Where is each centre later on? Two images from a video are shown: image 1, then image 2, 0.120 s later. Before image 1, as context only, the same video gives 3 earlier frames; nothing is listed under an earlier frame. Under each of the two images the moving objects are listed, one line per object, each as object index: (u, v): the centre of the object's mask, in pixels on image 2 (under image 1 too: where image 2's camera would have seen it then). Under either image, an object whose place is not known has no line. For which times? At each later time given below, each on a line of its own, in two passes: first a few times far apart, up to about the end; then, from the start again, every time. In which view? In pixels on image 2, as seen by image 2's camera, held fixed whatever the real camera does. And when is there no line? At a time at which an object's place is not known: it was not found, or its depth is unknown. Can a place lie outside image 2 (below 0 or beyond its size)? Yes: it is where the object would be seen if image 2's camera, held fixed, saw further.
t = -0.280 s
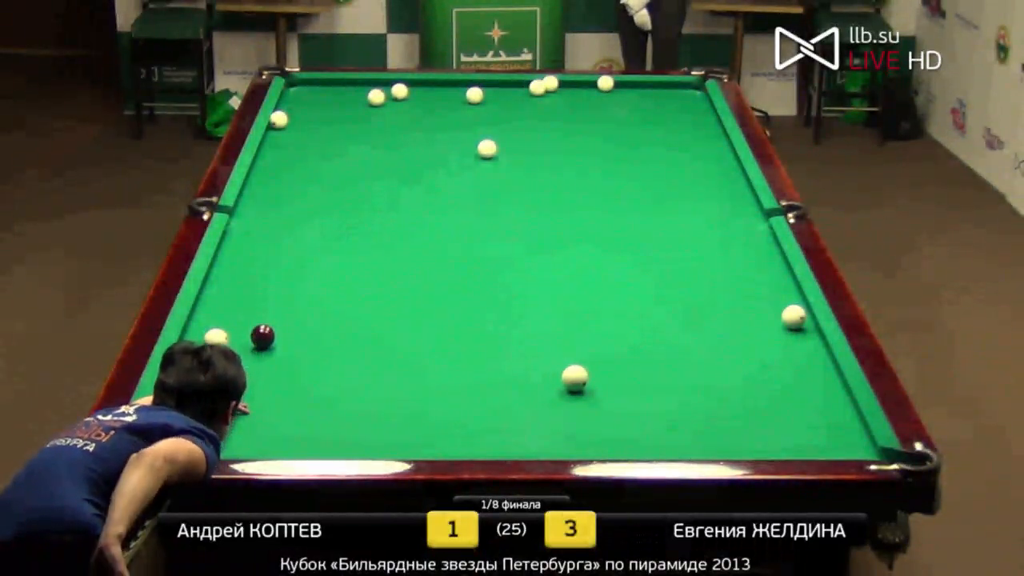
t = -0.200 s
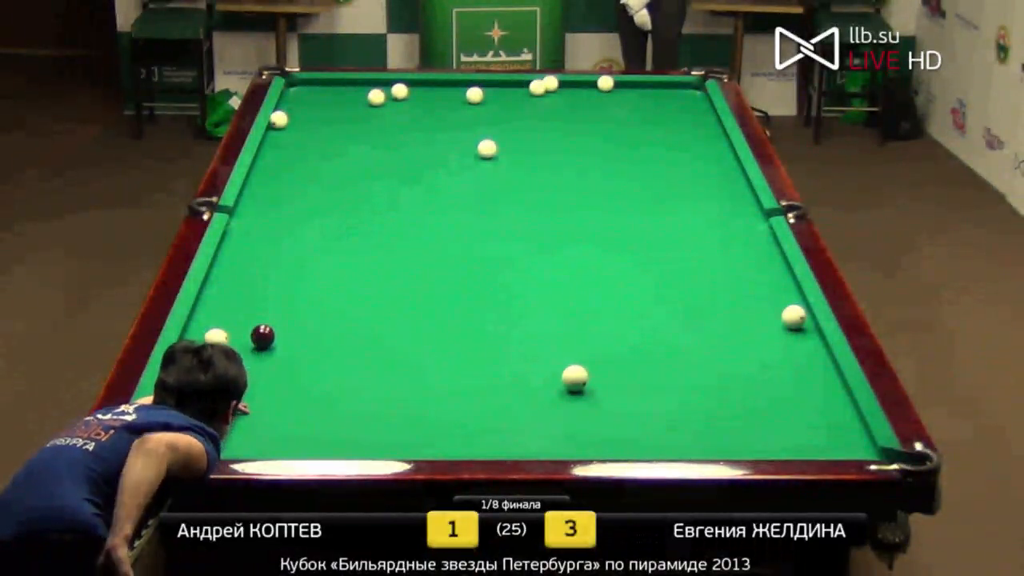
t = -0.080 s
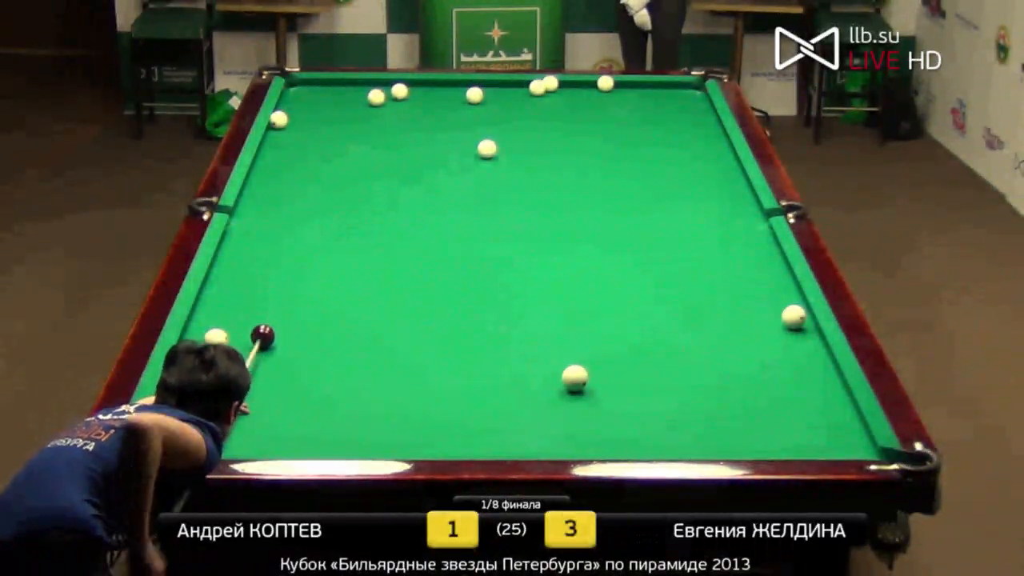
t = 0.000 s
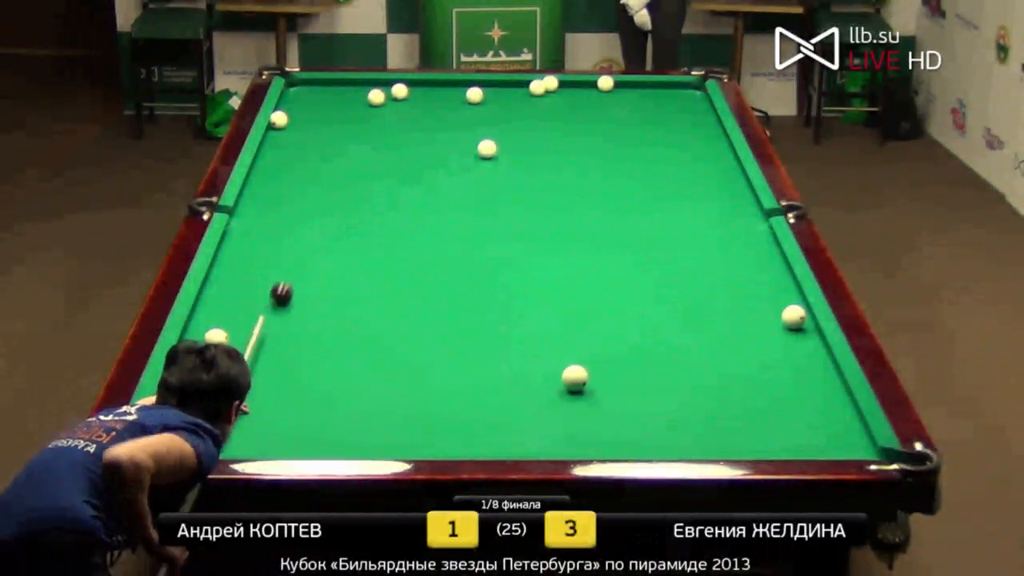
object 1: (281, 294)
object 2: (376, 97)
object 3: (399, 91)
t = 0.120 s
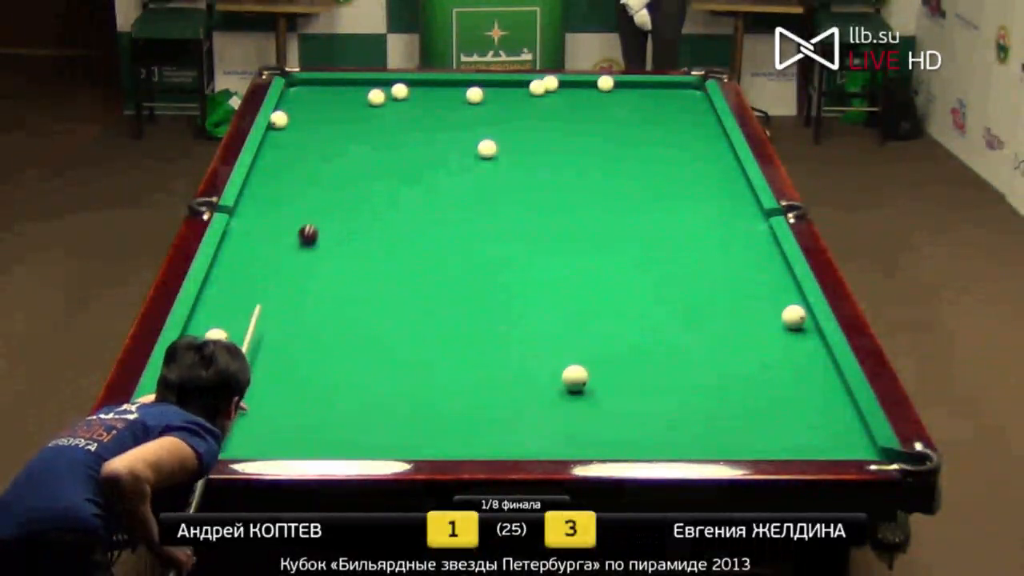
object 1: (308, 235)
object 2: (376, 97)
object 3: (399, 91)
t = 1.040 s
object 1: (327, 87)
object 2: (319, 94)
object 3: (566, 101)
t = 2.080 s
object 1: (423, 119)
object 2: (325, 133)
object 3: (648, 148)
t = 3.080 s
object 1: (517, 147)
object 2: (380, 172)
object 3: (502, 193)
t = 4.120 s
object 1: (611, 175)
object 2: (436, 211)
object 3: (337, 243)
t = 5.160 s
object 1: (697, 201)
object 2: (490, 249)
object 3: (236, 291)
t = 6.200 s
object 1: (756, 218)
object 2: (540, 284)
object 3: (299, 326)
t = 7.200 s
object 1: (732, 211)
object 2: (580, 312)
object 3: (352, 354)
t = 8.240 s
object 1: (724, 209)
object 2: (611, 335)
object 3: (393, 376)
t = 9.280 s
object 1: (725, 209)
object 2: (631, 349)
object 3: (418, 392)
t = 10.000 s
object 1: (725, 209)
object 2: (638, 352)
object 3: (426, 398)
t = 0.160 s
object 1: (316, 218)
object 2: (376, 97)
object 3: (399, 91)
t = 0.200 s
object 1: (322, 202)
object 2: (376, 97)
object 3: (399, 91)
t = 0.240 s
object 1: (329, 188)
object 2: (376, 97)
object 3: (399, 91)
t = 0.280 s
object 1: (335, 174)
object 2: (376, 97)
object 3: (399, 91)
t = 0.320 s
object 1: (341, 161)
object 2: (376, 97)
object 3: (399, 91)
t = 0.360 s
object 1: (347, 149)
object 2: (376, 97)
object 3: (399, 91)
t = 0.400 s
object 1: (351, 138)
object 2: (376, 97)
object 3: (399, 91)
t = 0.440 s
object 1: (356, 126)
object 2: (376, 97)
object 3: (399, 91)
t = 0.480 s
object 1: (361, 116)
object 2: (376, 97)
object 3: (399, 91)
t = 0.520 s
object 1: (365, 107)
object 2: (377, 97)
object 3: (399, 91)
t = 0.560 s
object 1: (361, 101)
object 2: (383, 93)
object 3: (401, 91)
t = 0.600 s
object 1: (349, 99)
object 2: (379, 90)
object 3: (420, 88)
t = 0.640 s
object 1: (337, 96)
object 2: (373, 86)
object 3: (440, 85)
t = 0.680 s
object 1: (326, 94)
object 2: (368, 83)
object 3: (459, 82)
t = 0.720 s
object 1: (316, 91)
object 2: (363, 81)
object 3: (473, 82)
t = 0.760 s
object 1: (306, 89)
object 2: (357, 82)
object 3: (485, 85)
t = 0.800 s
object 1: (296, 85)
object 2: (352, 84)
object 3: (496, 88)
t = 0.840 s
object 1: (294, 83)
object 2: (347, 85)
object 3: (508, 90)
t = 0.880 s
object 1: (301, 82)
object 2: (342, 87)
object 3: (518, 92)
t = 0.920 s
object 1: (308, 84)
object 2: (336, 89)
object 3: (528, 95)
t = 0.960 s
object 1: (313, 85)
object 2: (331, 90)
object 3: (539, 96)
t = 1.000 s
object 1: (315, 86)
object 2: (326, 92)
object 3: (550, 98)
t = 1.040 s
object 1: (327, 87)
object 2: (319, 94)
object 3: (566, 101)
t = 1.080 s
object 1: (328, 89)
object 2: (316, 95)
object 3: (571, 102)
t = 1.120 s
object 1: (330, 91)
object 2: (311, 96)
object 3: (582, 104)
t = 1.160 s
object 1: (334, 92)
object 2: (306, 98)
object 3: (593, 106)
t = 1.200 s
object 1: (338, 93)
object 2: (301, 99)
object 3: (604, 107)
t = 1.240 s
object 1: (342, 94)
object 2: (296, 101)
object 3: (615, 110)
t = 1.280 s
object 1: (346, 96)
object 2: (290, 102)
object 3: (626, 111)
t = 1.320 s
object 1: (349, 97)
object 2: (286, 104)
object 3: (636, 113)
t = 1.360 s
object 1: (353, 98)
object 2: (286, 105)
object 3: (647, 115)
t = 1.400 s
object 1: (357, 99)
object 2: (288, 107)
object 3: (659, 117)
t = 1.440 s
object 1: (361, 100)
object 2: (290, 109)
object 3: (670, 119)
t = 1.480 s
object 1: (365, 101)
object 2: (292, 110)
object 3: (681, 121)
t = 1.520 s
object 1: (369, 102)
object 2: (295, 112)
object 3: (692, 123)
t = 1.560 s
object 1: (373, 104)
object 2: (297, 113)
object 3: (703, 125)
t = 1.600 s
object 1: (377, 105)
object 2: (299, 115)
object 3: (715, 127)
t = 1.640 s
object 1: (381, 106)
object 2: (301, 117)
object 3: (712, 129)
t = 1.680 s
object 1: (384, 107)
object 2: (303, 118)
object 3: (704, 130)
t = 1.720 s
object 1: (388, 108)
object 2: (305, 120)
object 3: (698, 132)
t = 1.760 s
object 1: (392, 110)
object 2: (307, 121)
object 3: (692, 134)
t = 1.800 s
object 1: (396, 111)
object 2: (310, 123)
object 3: (687, 136)
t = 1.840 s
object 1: (400, 112)
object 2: (312, 124)
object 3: (681, 137)
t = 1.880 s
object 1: (404, 113)
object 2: (314, 126)
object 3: (676, 139)
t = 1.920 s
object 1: (407, 114)
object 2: (316, 127)
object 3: (670, 141)
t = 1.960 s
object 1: (411, 116)
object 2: (318, 129)
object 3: (665, 143)
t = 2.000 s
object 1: (415, 117)
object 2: (321, 130)
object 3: (659, 144)
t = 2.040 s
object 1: (419, 118)
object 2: (323, 132)
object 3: (653, 146)
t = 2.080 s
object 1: (423, 119)
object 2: (325, 133)
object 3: (648, 148)
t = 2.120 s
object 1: (427, 120)
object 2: (327, 135)
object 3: (642, 149)
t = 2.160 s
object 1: (430, 121)
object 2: (329, 136)
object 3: (637, 151)
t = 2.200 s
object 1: (434, 123)
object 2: (331, 138)
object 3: (631, 153)
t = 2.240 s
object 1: (440, 124)
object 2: (335, 140)
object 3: (623, 156)
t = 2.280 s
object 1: (442, 125)
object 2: (336, 141)
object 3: (620, 157)
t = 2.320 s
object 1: (446, 126)
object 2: (338, 143)
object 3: (614, 159)
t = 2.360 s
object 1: (450, 127)
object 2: (340, 144)
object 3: (609, 160)
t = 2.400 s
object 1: (453, 128)
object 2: (342, 146)
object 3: (603, 162)
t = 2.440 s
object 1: (459, 130)
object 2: (346, 148)
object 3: (594, 165)
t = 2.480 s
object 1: (461, 130)
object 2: (347, 149)
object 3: (591, 166)
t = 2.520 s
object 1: (465, 132)
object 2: (349, 150)
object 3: (585, 168)
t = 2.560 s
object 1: (468, 132)
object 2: (351, 152)
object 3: (580, 169)
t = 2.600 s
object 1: (472, 134)
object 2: (353, 153)
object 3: (574, 171)
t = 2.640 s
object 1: (478, 135)
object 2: (357, 155)
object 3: (565, 174)
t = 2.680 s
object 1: (480, 135)
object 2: (358, 156)
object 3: (562, 175)
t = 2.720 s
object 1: (483, 135)
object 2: (360, 158)
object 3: (556, 177)
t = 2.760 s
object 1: (488, 135)
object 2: (362, 159)
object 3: (550, 178)
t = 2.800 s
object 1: (492, 137)
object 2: (365, 161)
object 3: (544, 180)
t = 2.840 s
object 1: (497, 139)
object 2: (367, 163)
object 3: (538, 182)
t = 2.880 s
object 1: (500, 141)
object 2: (369, 164)
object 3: (532, 184)
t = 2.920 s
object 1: (503, 142)
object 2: (371, 166)
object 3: (526, 186)
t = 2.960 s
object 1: (507, 144)
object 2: (373, 167)
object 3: (520, 188)
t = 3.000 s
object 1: (510, 145)
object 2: (376, 169)
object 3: (514, 189)
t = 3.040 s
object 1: (514, 146)
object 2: (378, 170)
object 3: (508, 191)
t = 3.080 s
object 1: (517, 147)
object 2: (380, 172)
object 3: (502, 193)
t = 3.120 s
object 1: (521, 148)
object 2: (382, 174)
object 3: (496, 195)
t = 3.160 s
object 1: (525, 150)
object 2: (385, 175)
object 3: (490, 197)
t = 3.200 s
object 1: (529, 151)
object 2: (387, 176)
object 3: (484, 199)
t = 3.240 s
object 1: (532, 152)
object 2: (389, 178)
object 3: (478, 201)
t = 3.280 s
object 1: (536, 153)
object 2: (391, 179)
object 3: (472, 202)
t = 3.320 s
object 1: (540, 154)
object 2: (394, 181)
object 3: (465, 204)
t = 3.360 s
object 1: (543, 155)
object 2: (396, 182)
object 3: (459, 206)
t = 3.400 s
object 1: (547, 156)
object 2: (398, 184)
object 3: (453, 208)
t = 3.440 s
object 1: (551, 157)
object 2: (400, 186)
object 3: (447, 210)
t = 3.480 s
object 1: (554, 158)
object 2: (402, 187)
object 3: (440, 212)
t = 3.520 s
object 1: (558, 159)
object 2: (404, 188)
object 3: (434, 214)
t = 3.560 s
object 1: (562, 160)
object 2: (407, 190)
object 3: (428, 216)
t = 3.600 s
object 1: (565, 162)
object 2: (409, 192)
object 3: (421, 218)
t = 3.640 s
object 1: (571, 163)
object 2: (412, 194)
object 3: (412, 221)
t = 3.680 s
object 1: (573, 164)
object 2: (413, 194)
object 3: (409, 221)
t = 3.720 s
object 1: (576, 165)
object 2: (415, 196)
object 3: (402, 223)
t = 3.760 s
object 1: (580, 166)
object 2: (418, 198)
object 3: (395, 226)
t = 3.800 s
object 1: (583, 167)
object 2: (420, 199)
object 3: (389, 228)
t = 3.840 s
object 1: (587, 168)
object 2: (422, 201)
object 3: (383, 229)
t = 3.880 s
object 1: (590, 169)
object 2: (424, 202)
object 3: (376, 231)
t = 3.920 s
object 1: (594, 170)
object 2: (426, 204)
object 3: (370, 233)
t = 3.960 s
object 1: (597, 171)
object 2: (428, 205)
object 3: (363, 236)
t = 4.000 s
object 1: (601, 172)
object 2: (430, 207)
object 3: (357, 238)
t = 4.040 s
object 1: (604, 173)
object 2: (432, 209)
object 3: (350, 240)
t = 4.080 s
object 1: (608, 174)
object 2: (435, 210)
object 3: (344, 242)
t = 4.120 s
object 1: (611, 175)
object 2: (436, 211)
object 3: (337, 243)
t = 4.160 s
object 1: (615, 176)
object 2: (439, 213)
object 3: (330, 245)
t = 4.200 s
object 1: (618, 177)
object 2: (441, 214)
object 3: (324, 247)
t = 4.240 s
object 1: (622, 178)
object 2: (443, 216)
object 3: (317, 249)
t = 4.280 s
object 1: (625, 179)
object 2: (445, 217)
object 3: (310, 252)
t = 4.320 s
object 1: (629, 180)
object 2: (447, 219)
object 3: (304, 253)
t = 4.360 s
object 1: (632, 181)
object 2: (449, 220)
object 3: (297, 255)
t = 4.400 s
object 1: (635, 183)
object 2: (451, 222)
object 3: (290, 258)
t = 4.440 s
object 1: (638, 183)
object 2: (453, 223)
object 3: (284, 259)
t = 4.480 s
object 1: (642, 184)
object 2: (455, 225)
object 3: (277, 261)
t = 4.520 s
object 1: (645, 185)
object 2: (457, 226)
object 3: (270, 264)
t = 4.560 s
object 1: (649, 186)
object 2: (459, 228)
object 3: (263, 266)
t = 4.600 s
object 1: (652, 187)
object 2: (462, 229)
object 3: (257, 268)
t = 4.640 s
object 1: (655, 188)
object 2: (464, 230)
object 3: (250, 270)
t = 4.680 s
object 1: (658, 190)
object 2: (466, 232)
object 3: (243, 272)
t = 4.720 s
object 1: (662, 190)
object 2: (468, 233)
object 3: (236, 274)
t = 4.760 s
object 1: (665, 191)
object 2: (470, 235)
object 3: (229, 276)
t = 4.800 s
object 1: (668, 192)
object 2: (472, 236)
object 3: (222, 278)
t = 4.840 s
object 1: (671, 193)
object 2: (474, 238)
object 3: (215, 280)
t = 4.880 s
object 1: (675, 194)
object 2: (476, 239)
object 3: (217, 282)
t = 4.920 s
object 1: (678, 195)
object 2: (478, 240)
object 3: (220, 283)
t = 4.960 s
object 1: (681, 196)
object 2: (480, 242)
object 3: (223, 284)
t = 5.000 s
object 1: (684, 197)
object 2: (482, 243)
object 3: (226, 286)
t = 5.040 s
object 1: (687, 198)
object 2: (484, 245)
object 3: (228, 288)
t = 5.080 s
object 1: (690, 199)
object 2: (486, 246)
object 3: (231, 289)
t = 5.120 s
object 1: (694, 200)
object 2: (488, 247)
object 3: (233, 290)
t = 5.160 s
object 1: (697, 201)
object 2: (490, 249)
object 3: (236, 291)
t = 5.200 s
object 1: (700, 202)
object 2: (492, 250)
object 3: (238, 293)
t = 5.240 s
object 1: (703, 203)
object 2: (494, 251)
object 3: (241, 294)
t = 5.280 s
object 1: (706, 204)
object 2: (496, 253)
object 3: (243, 296)
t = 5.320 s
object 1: (709, 205)
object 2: (498, 254)
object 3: (246, 297)
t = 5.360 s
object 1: (712, 205)
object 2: (500, 255)
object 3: (249, 298)
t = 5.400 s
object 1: (715, 207)
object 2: (502, 257)
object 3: (251, 300)
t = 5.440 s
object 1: (718, 207)
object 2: (504, 258)
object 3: (254, 301)
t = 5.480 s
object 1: (721, 208)
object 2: (506, 260)
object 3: (256, 303)
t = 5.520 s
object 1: (724, 209)
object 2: (508, 261)
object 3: (259, 304)
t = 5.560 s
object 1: (727, 209)
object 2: (510, 262)
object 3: (261, 305)
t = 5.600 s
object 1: (730, 210)
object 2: (512, 264)
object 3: (264, 307)
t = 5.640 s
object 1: (733, 211)
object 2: (514, 265)
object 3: (266, 308)
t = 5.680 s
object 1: (736, 212)
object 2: (516, 267)
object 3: (269, 309)
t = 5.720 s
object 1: (739, 213)
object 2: (518, 268)
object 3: (271, 310)
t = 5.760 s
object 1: (742, 214)
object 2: (520, 269)
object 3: (273, 311)
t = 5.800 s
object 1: (744, 215)
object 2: (522, 271)
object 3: (276, 313)
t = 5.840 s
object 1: (749, 216)
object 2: (524, 273)
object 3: (279, 315)
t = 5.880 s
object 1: (750, 216)
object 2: (525, 273)
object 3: (281, 315)
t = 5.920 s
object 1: (753, 217)
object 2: (527, 274)
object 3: (283, 317)
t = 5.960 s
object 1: (756, 218)
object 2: (529, 275)
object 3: (285, 318)
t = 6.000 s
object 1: (758, 219)
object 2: (531, 277)
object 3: (287, 319)
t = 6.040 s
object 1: (760, 220)
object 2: (533, 279)
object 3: (290, 321)
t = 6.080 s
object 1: (759, 219)
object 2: (535, 279)
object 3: (293, 322)
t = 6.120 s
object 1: (758, 219)
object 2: (536, 280)
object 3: (295, 323)
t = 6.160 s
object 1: (757, 218)
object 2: (538, 282)
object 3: (297, 324)
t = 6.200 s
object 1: (756, 218)
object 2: (540, 284)
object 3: (299, 326)
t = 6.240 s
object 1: (754, 217)
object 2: (542, 285)
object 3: (303, 327)
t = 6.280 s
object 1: (753, 217)
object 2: (543, 286)
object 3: (304, 328)
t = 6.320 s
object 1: (752, 217)
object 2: (545, 287)
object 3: (306, 329)
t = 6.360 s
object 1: (751, 216)
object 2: (547, 288)
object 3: (308, 331)
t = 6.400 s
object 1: (749, 216)
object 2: (548, 290)
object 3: (310, 332)
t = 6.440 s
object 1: (748, 216)
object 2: (550, 291)
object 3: (313, 333)
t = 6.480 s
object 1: (747, 215)
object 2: (552, 292)
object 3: (315, 334)
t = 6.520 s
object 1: (746, 215)
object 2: (553, 293)
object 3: (317, 336)
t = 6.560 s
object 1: (745, 215)
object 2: (555, 294)
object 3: (319, 337)
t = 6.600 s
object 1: (744, 215)
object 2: (557, 296)
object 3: (321, 338)
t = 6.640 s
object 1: (743, 214)
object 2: (558, 297)
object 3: (323, 339)
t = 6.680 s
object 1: (742, 214)
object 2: (560, 298)
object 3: (326, 340)
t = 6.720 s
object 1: (741, 214)
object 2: (562, 299)
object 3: (328, 341)
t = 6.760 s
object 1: (740, 213)
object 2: (563, 300)
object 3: (330, 342)
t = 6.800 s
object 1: (739, 213)
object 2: (565, 302)
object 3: (332, 343)
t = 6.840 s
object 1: (738, 213)
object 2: (566, 302)
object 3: (334, 344)
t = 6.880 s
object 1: (737, 213)
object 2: (568, 304)
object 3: (336, 346)
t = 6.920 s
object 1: (737, 212)
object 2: (570, 305)
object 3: (338, 346)
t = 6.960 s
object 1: (736, 212)
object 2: (571, 306)
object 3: (341, 348)
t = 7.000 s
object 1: (735, 212)
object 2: (573, 307)
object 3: (342, 349)
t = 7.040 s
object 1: (734, 212)
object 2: (574, 308)
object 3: (344, 350)
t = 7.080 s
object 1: (733, 211)
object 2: (575, 309)
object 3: (346, 351)
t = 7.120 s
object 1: (733, 211)
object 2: (577, 310)
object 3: (348, 352)
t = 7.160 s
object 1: (732, 211)
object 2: (578, 311)
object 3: (350, 353)
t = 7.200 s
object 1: (732, 211)
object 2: (580, 312)
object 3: (352, 354)
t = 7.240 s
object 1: (731, 211)
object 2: (581, 313)
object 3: (354, 354)
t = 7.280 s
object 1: (730, 210)
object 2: (583, 314)
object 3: (356, 356)
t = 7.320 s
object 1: (730, 210)
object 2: (584, 315)
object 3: (358, 357)
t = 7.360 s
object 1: (729, 210)
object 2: (585, 316)
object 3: (359, 358)
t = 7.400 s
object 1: (729, 210)
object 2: (587, 317)
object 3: (361, 359)
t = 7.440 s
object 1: (728, 210)
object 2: (588, 318)
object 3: (363, 359)
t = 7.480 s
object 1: (728, 210)
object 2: (589, 319)
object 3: (365, 360)
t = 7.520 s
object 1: (728, 209)
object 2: (590, 320)
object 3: (367, 362)
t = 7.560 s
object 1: (727, 209)
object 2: (592, 321)
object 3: (368, 362)
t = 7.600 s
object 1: (727, 209)
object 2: (593, 322)
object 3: (370, 363)
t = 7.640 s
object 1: (727, 209)
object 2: (594, 322)
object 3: (371, 364)
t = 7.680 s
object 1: (726, 209)
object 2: (595, 323)
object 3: (373, 365)
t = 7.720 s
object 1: (726, 209)
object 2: (597, 325)
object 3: (375, 366)
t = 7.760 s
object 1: (726, 209)
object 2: (598, 325)
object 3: (376, 366)
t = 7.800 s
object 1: (726, 209)
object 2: (599, 326)
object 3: (378, 367)
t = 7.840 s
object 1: (725, 209)
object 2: (600, 327)
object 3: (380, 368)
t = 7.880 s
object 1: (725, 209)
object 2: (601, 328)
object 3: (381, 369)
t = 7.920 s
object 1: (725, 209)
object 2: (602, 329)
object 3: (382, 370)
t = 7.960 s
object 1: (725, 209)
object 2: (603, 330)
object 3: (384, 371)
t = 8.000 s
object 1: (725, 209)
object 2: (604, 331)
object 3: (385, 371)
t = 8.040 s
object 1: (725, 208)
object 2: (605, 331)
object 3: (387, 372)
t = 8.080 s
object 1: (725, 208)
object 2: (606, 332)
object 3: (388, 373)
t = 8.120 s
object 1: (724, 209)
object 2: (607, 333)
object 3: (390, 374)
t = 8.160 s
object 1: (724, 209)
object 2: (609, 334)
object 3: (391, 375)
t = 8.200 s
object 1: (724, 209)
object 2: (610, 334)
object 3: (392, 375)
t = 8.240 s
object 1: (724, 209)
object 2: (611, 335)
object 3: (393, 376)
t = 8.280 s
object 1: (724, 209)
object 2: (611, 336)
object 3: (394, 377)
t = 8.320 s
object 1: (724, 209)
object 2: (612, 337)
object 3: (396, 378)
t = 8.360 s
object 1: (725, 209)
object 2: (613, 338)
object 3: (397, 378)
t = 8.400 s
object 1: (725, 209)
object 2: (614, 338)
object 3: (398, 379)
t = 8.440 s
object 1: (724, 209)
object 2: (615, 339)
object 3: (399, 380)
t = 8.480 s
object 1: (724, 209)
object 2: (616, 340)
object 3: (400, 379)
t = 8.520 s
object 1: (725, 209)
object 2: (617, 340)
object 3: (402, 382)
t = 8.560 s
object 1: (725, 209)
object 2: (618, 341)
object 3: (402, 382)
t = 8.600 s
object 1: (725, 209)
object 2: (619, 341)
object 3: (403, 383)
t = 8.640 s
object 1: (725, 209)
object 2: (620, 342)
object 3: (405, 383)
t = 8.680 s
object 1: (725, 209)
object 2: (621, 342)
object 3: (406, 384)
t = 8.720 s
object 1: (725, 209)
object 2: (621, 344)
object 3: (407, 385)
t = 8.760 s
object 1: (724, 209)
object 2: (622, 344)
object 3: (408, 385)
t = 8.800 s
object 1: (725, 209)
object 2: (623, 345)
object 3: (409, 386)
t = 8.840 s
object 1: (725, 209)
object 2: (624, 345)
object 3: (410, 386)
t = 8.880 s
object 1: (724, 208)
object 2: (625, 345)
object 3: (411, 387)
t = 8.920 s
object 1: (725, 209)
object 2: (625, 345)
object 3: (411, 387)
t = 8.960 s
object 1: (725, 208)
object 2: (626, 346)
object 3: (412, 388)
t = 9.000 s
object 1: (725, 208)
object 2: (627, 347)
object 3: (413, 388)
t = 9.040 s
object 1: (725, 208)
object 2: (628, 347)
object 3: (414, 389)
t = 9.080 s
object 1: (725, 208)
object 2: (628, 347)
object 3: (415, 389)
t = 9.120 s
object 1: (725, 208)
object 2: (629, 347)
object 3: (416, 390)
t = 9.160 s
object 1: (725, 208)
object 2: (630, 348)
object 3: (416, 391)
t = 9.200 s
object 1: (725, 209)
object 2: (630, 348)
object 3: (417, 391)
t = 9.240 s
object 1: (725, 209)
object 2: (631, 349)
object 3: (418, 392)
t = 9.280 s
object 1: (725, 209)
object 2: (631, 349)
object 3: (418, 392)
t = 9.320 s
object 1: (725, 209)
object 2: (632, 349)
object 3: (419, 392)
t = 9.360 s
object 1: (724, 208)
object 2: (632, 349)
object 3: (420, 393)
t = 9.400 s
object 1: (725, 209)
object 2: (633, 350)
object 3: (420, 394)
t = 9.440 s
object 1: (725, 208)
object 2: (634, 350)
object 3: (421, 394)
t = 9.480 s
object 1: (725, 209)
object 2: (634, 350)
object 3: (421, 394)
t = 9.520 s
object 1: (725, 209)
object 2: (635, 351)
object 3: (422, 395)
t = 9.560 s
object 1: (725, 209)
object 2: (635, 351)
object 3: (422, 395)
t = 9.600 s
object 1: (725, 209)
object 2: (635, 351)
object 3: (423, 395)
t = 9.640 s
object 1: (725, 209)
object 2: (636, 351)
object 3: (423, 395)
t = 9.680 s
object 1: (725, 208)
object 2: (636, 351)
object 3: (423, 396)
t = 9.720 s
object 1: (725, 209)
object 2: (637, 351)
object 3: (424, 396)
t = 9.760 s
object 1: (724, 209)
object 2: (637, 352)
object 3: (424, 397)
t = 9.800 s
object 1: (725, 209)
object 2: (638, 352)
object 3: (425, 397)
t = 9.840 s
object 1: (725, 209)
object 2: (638, 352)
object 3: (425, 397)
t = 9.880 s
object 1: (725, 209)
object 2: (638, 352)
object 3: (425, 397)
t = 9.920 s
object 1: (725, 209)
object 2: (638, 352)
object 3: (426, 398)
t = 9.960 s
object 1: (725, 208)
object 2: (638, 352)
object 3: (426, 398)
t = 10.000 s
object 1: (725, 209)
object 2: (638, 352)
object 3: (426, 398)
